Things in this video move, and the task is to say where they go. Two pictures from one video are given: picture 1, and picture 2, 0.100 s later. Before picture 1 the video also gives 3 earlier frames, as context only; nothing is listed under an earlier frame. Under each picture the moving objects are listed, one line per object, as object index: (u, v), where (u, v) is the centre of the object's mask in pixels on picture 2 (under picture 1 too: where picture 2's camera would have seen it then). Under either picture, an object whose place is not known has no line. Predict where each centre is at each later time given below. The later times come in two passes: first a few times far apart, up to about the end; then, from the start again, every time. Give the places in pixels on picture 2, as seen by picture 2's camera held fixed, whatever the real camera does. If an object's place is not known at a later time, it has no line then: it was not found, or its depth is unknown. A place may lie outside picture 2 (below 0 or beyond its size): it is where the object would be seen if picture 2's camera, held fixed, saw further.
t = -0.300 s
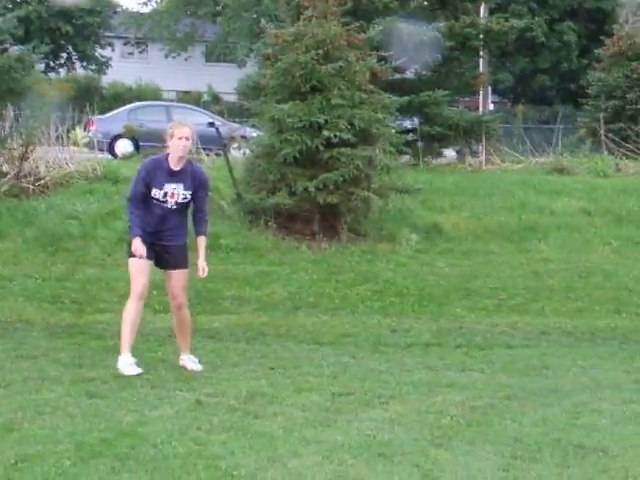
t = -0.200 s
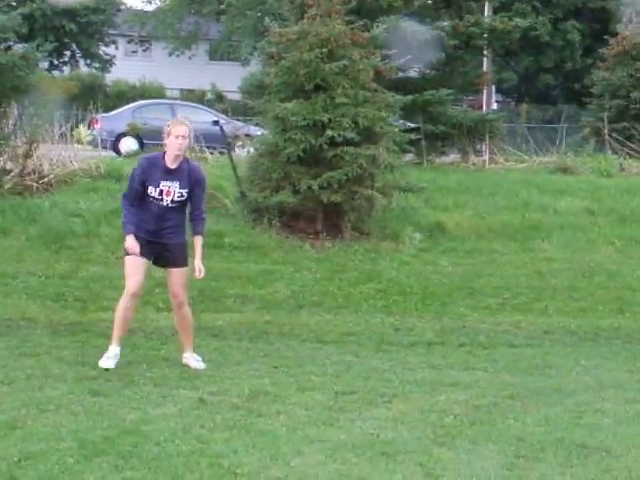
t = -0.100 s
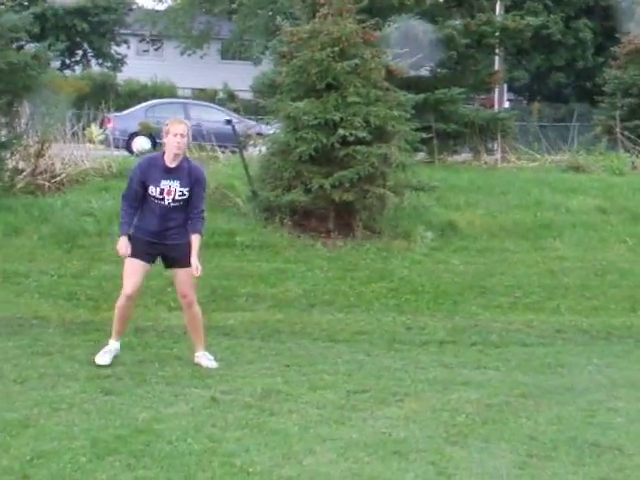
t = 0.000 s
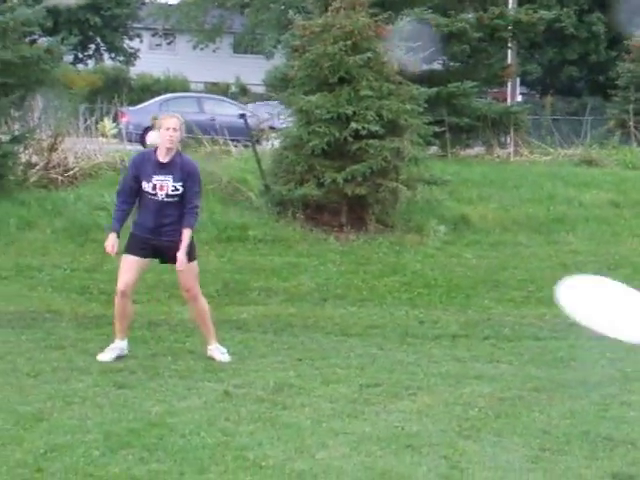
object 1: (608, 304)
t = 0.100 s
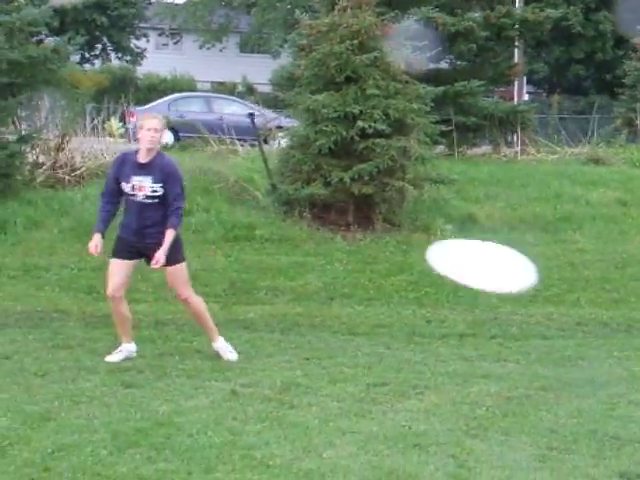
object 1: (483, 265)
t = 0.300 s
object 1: (293, 227)
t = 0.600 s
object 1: (131, 244)
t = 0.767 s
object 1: (71, 276)
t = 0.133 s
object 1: (441, 254)
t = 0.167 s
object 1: (407, 246)
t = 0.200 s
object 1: (374, 238)
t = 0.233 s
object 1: (345, 234)
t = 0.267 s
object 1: (318, 229)
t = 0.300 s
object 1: (293, 227)
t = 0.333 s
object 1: (269, 225)
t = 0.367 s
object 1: (248, 225)
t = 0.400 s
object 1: (228, 225)
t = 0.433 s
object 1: (209, 227)
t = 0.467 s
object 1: (191, 228)
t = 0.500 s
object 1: (174, 232)
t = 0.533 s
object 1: (160, 235)
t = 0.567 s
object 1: (144, 240)
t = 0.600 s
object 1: (131, 244)
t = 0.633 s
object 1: (117, 250)
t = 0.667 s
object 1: (105, 255)
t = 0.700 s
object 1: (93, 262)
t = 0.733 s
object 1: (81, 269)
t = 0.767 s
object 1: (71, 276)
